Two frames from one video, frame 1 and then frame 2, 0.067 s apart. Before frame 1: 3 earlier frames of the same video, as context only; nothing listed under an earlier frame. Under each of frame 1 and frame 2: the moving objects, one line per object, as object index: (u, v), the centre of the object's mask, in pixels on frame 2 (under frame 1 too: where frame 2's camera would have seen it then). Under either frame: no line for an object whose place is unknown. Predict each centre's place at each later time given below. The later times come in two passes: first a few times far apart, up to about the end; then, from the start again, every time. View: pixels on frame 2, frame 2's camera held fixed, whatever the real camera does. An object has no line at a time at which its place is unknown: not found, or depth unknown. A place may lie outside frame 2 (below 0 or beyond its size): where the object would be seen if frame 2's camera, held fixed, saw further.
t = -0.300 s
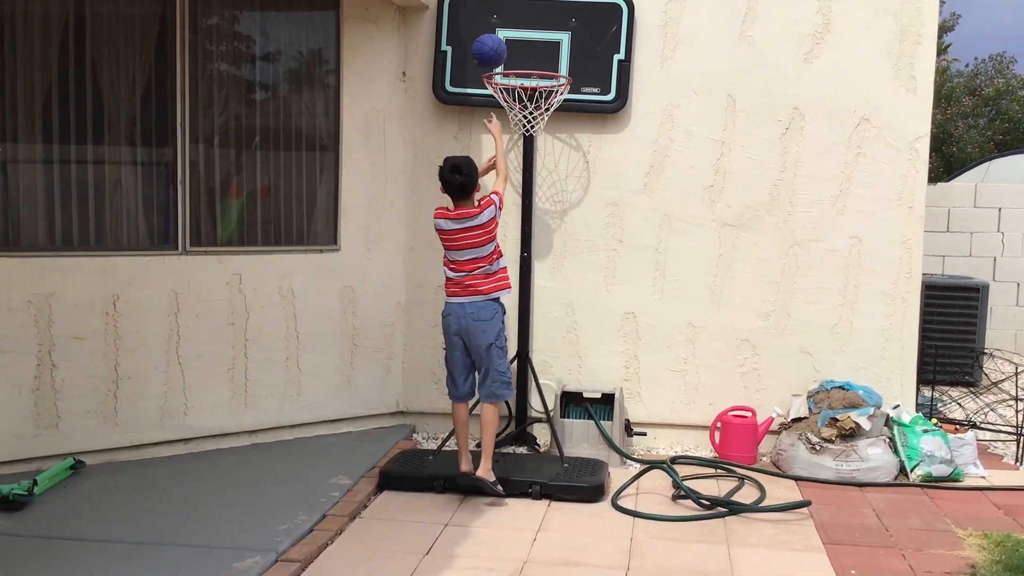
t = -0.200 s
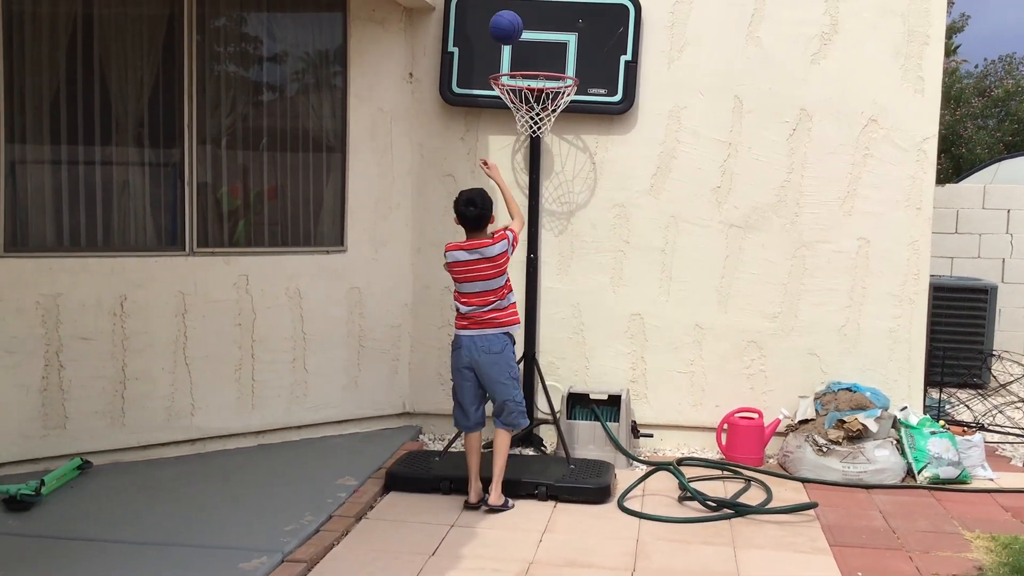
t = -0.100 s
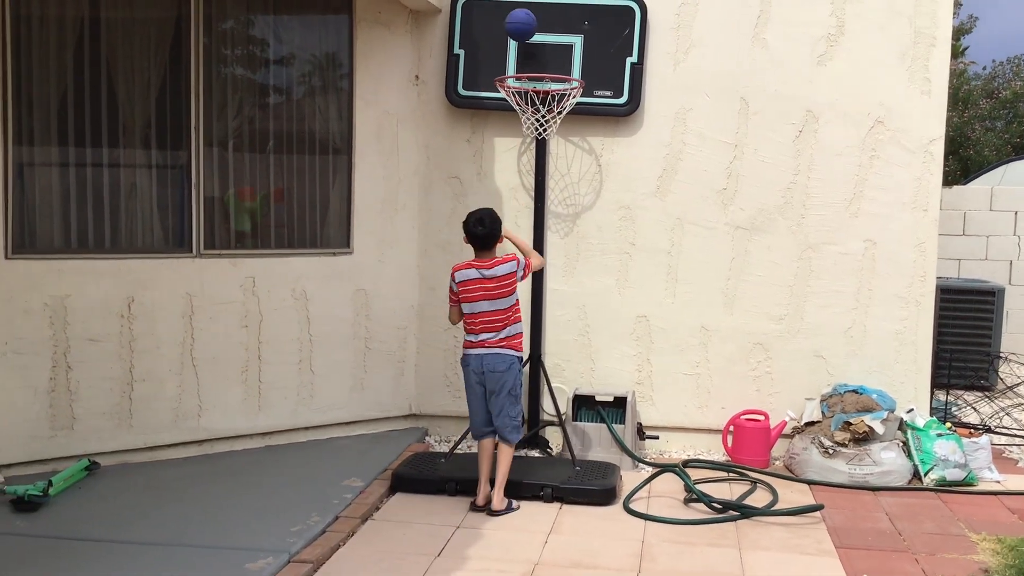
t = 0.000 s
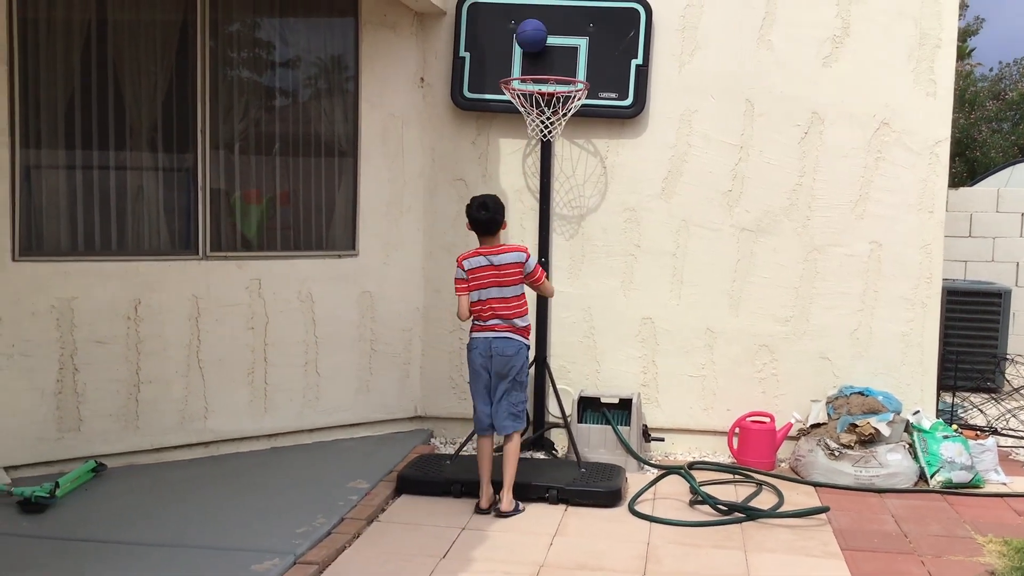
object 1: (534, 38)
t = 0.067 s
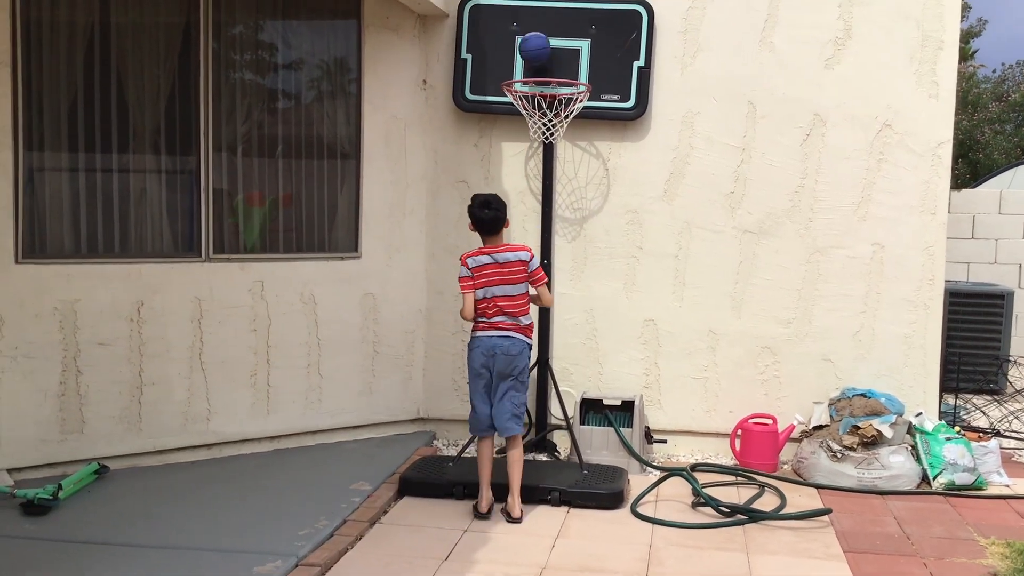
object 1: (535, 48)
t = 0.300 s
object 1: (538, 142)
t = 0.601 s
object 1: (550, 356)
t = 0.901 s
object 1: (528, 387)
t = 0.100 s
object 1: (535, 57)
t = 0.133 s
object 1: (536, 66)
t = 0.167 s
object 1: (536, 80)
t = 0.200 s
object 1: (536, 95)
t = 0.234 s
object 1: (536, 111)
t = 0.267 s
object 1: (536, 126)
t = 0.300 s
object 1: (538, 142)
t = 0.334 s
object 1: (540, 156)
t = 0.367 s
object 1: (541, 174)
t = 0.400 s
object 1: (543, 193)
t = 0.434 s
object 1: (544, 215)
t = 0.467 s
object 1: (545, 239)
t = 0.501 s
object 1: (547, 265)
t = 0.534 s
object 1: (548, 293)
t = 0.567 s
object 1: (549, 324)
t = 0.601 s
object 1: (550, 356)
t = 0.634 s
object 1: (552, 391)
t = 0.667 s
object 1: (552, 427)
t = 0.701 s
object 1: (549, 454)
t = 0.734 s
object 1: (546, 447)
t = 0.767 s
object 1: (542, 431)
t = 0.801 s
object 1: (538, 418)
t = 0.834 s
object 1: (535, 406)
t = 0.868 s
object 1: (531, 396)
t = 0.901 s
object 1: (528, 387)
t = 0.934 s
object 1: (524, 380)
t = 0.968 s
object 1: (520, 376)
